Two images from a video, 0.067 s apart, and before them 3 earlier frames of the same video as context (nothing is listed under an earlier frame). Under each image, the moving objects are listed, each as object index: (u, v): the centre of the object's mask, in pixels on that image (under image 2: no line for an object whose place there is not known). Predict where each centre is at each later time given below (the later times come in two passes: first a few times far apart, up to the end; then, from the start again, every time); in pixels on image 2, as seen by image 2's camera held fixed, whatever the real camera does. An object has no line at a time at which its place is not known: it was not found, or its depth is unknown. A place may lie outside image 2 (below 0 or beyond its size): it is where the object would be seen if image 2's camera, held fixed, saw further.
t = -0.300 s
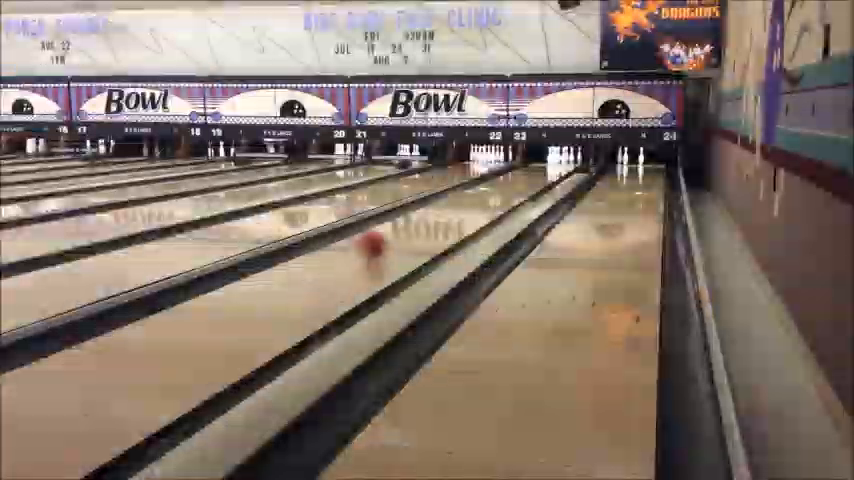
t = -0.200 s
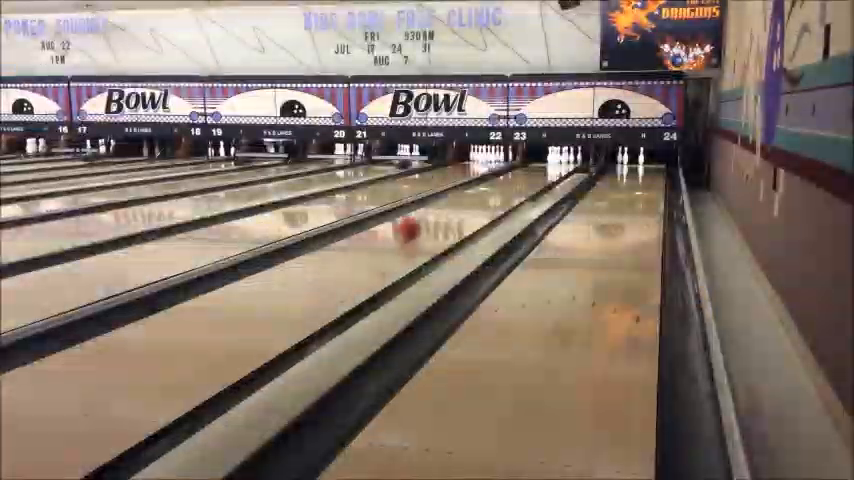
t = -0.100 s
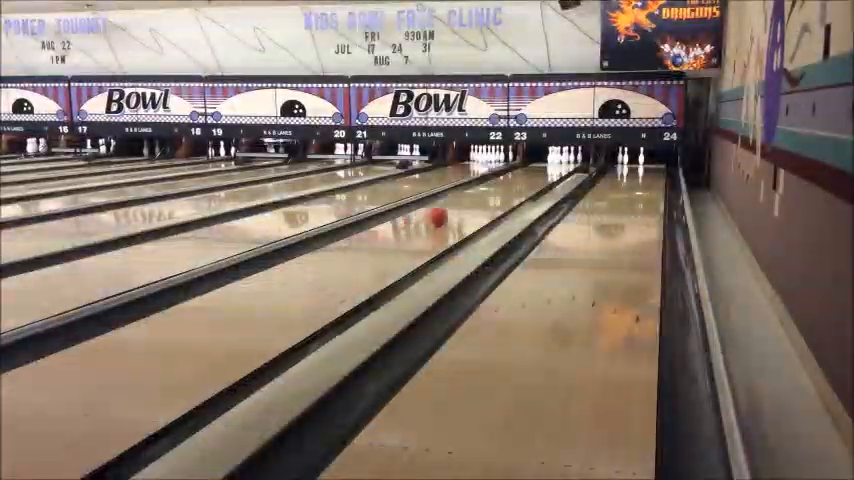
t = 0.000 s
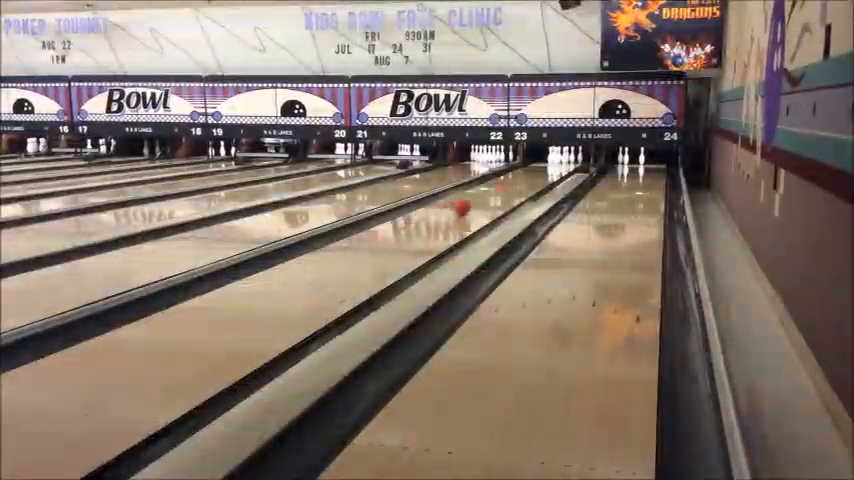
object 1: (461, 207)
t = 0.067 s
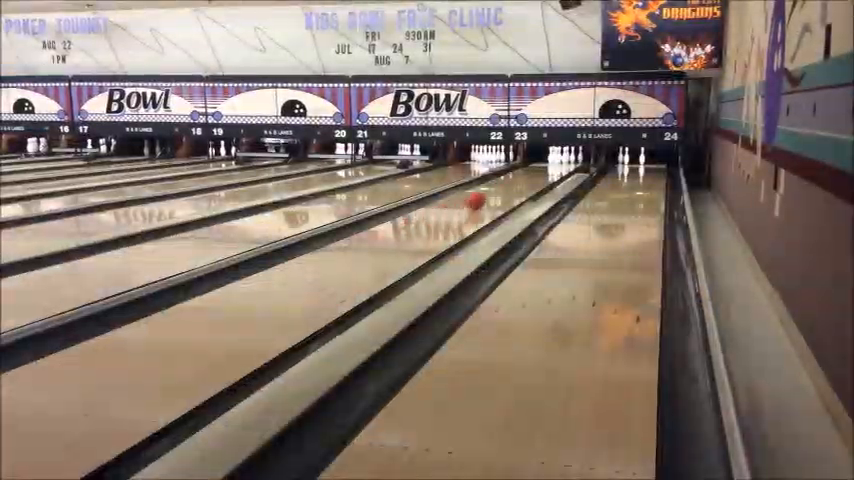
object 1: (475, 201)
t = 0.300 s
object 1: (508, 187)
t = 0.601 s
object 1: (538, 173)
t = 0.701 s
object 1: (548, 169)
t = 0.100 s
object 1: (479, 199)
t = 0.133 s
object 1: (486, 198)
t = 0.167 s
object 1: (490, 196)
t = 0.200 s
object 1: (498, 191)
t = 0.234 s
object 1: (501, 189)
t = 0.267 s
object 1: (503, 188)
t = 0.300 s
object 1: (508, 187)
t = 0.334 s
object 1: (513, 185)
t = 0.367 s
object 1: (518, 182)
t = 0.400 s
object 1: (522, 181)
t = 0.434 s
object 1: (524, 181)
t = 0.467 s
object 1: (528, 178)
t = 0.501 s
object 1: (531, 176)
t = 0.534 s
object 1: (534, 175)
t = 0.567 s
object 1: (536, 174)
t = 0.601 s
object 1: (538, 173)
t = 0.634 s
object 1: (541, 172)
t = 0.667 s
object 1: (546, 170)
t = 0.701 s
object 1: (548, 169)
